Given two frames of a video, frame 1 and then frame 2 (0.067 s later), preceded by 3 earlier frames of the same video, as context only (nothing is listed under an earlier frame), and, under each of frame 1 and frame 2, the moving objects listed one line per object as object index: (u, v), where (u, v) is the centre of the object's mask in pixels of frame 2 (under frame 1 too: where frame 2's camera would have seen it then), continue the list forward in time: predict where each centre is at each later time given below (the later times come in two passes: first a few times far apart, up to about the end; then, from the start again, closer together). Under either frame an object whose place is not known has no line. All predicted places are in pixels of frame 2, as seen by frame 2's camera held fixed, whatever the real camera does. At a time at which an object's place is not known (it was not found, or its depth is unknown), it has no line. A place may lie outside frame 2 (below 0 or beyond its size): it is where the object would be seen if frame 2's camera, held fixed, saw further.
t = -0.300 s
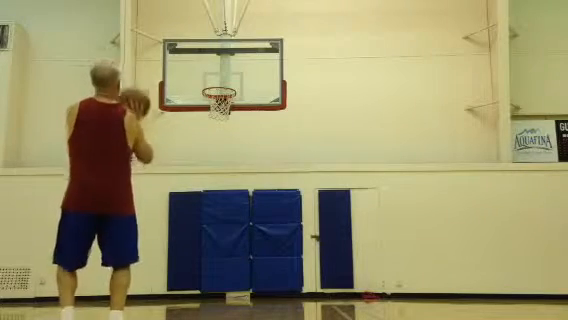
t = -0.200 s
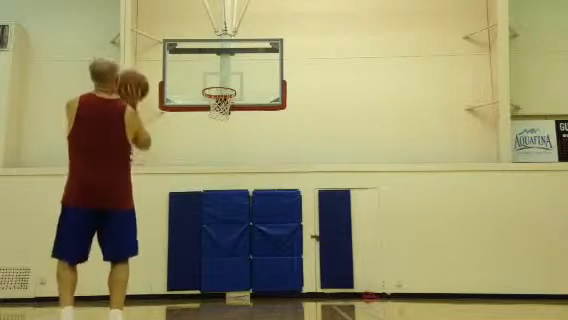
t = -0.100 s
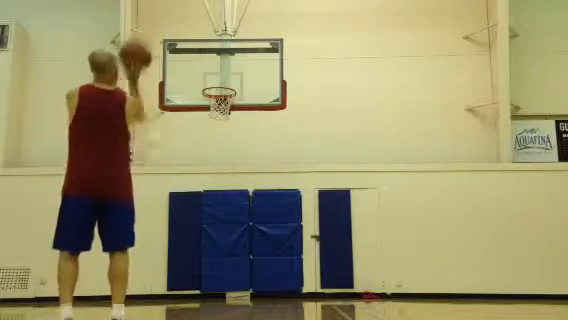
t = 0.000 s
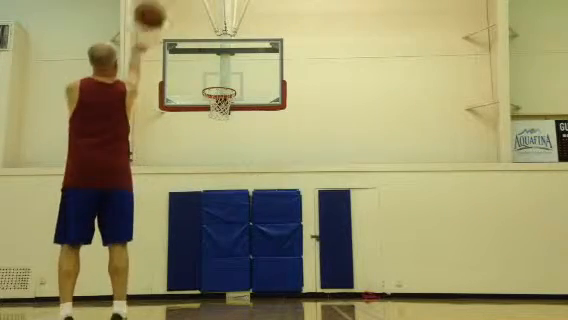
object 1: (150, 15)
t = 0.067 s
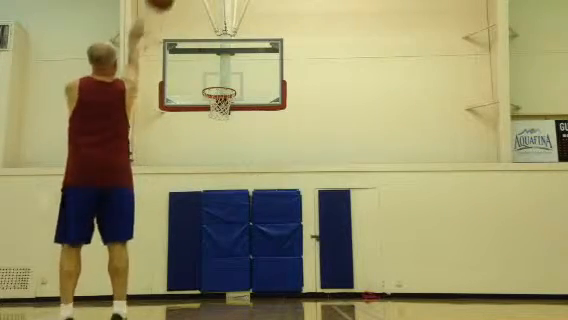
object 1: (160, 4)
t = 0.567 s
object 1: (206, 10)
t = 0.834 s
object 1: (220, 80)
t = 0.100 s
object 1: (164, 2)
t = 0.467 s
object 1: (200, 1)
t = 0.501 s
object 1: (201, 3)
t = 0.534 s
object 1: (204, 6)
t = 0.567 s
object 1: (206, 10)
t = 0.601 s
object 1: (208, 17)
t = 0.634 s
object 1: (210, 24)
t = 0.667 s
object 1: (212, 32)
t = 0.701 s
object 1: (214, 40)
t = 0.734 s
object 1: (215, 51)
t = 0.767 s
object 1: (217, 61)
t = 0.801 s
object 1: (219, 71)
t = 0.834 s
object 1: (220, 80)
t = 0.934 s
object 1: (223, 107)
